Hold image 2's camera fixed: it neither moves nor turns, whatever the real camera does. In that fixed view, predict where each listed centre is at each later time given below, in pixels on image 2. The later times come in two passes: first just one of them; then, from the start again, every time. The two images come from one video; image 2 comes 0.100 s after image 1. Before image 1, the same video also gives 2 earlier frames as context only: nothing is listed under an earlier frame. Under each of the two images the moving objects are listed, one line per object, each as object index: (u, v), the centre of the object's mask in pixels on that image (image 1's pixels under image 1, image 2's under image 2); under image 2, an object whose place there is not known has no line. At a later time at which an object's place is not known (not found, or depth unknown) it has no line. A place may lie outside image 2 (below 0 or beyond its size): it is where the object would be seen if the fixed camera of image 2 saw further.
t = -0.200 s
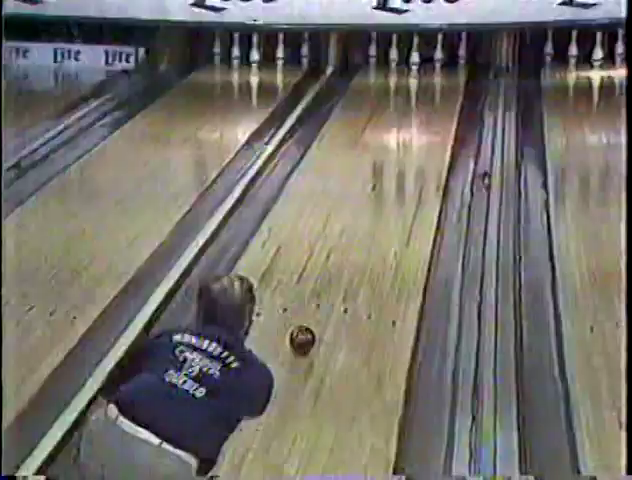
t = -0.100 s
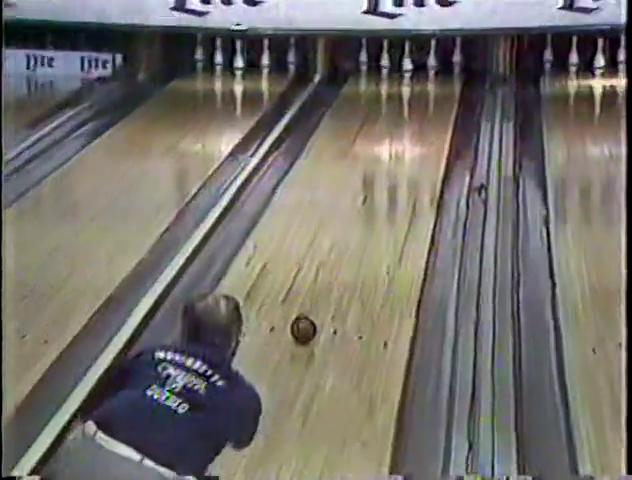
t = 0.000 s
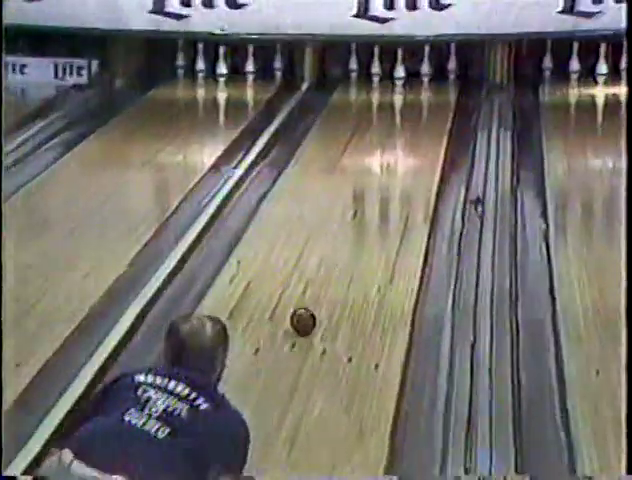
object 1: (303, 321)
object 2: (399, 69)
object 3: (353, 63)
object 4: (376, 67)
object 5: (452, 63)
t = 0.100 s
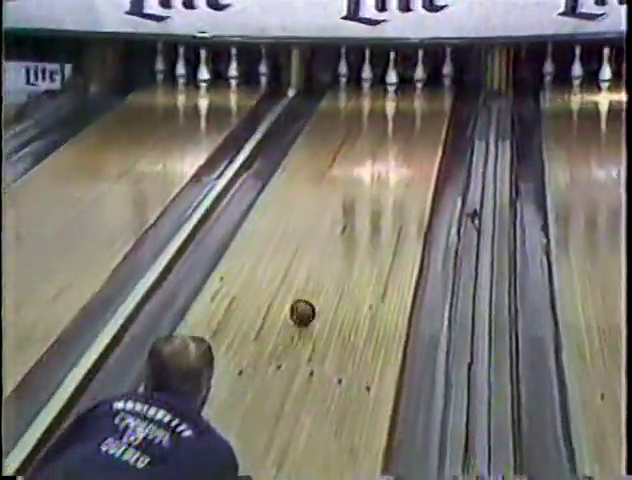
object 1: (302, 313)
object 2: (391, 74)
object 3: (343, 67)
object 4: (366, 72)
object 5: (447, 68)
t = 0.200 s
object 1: (313, 288)
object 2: (391, 74)
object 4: (366, 71)
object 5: (448, 68)
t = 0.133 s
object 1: (306, 304)
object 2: (392, 74)
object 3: (343, 67)
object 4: (367, 71)
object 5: (447, 68)
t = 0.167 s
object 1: (310, 297)
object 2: (392, 73)
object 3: (342, 67)
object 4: (366, 71)
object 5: (448, 67)
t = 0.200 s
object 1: (313, 288)
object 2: (391, 74)
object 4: (366, 71)
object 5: (448, 68)
